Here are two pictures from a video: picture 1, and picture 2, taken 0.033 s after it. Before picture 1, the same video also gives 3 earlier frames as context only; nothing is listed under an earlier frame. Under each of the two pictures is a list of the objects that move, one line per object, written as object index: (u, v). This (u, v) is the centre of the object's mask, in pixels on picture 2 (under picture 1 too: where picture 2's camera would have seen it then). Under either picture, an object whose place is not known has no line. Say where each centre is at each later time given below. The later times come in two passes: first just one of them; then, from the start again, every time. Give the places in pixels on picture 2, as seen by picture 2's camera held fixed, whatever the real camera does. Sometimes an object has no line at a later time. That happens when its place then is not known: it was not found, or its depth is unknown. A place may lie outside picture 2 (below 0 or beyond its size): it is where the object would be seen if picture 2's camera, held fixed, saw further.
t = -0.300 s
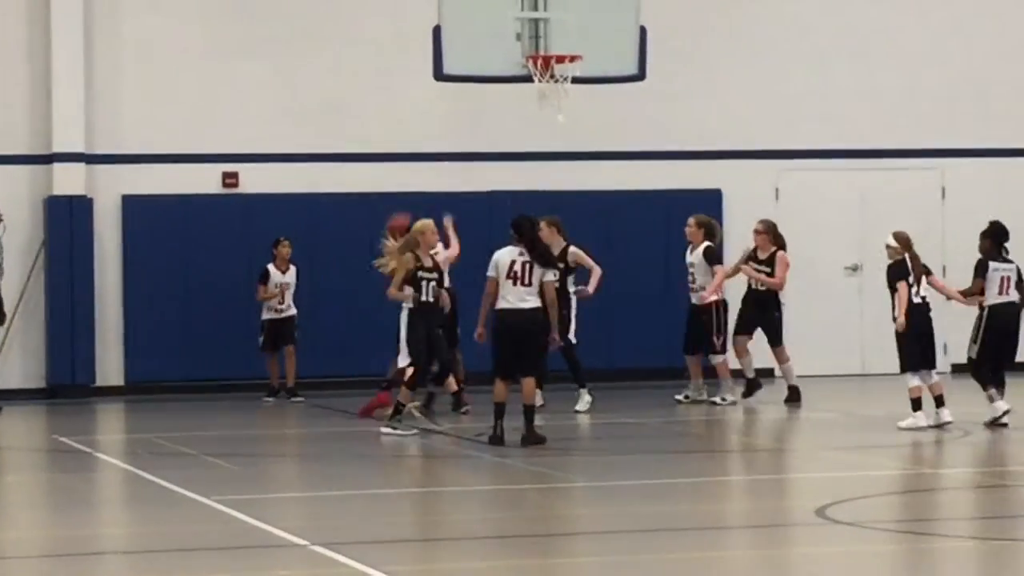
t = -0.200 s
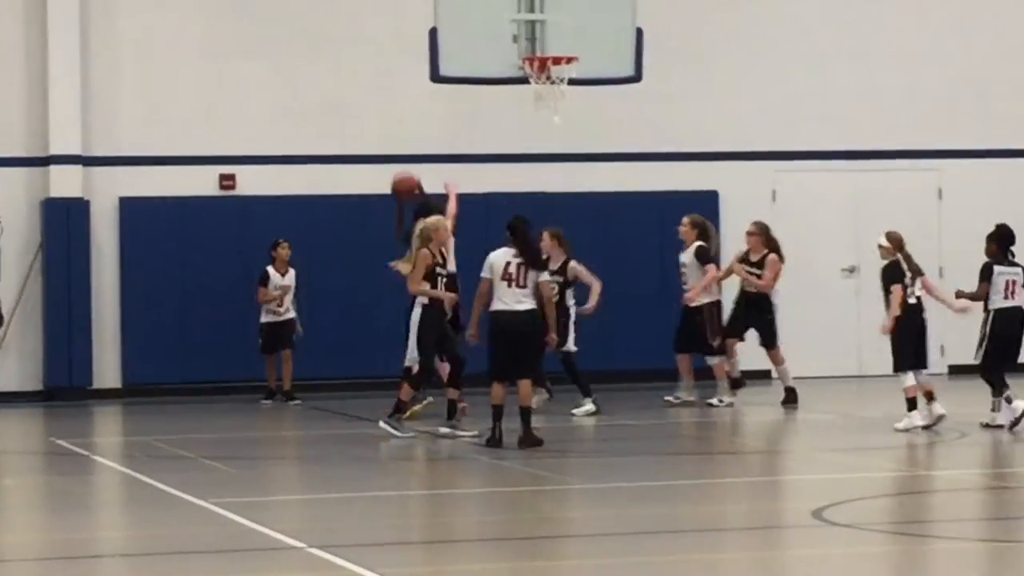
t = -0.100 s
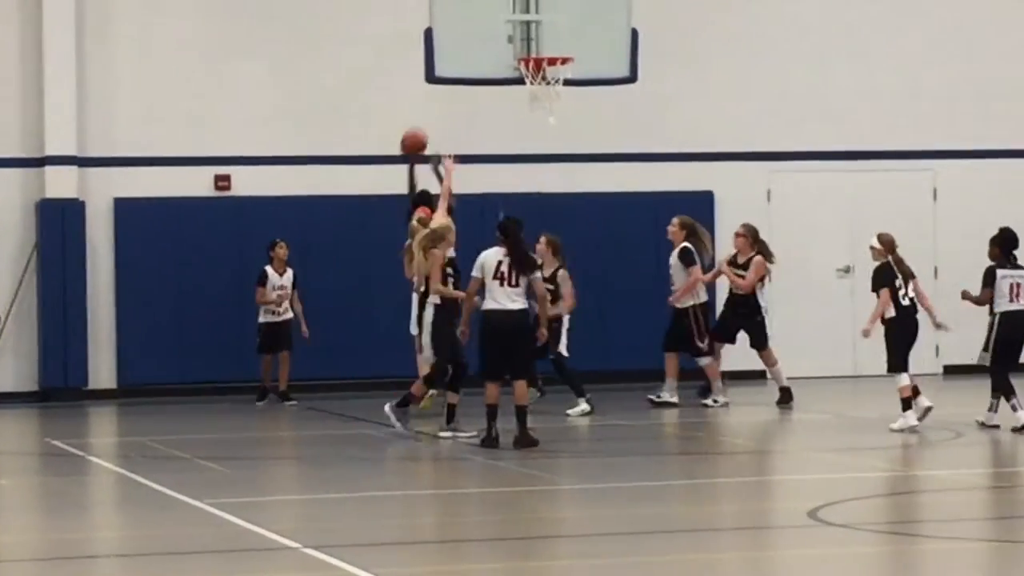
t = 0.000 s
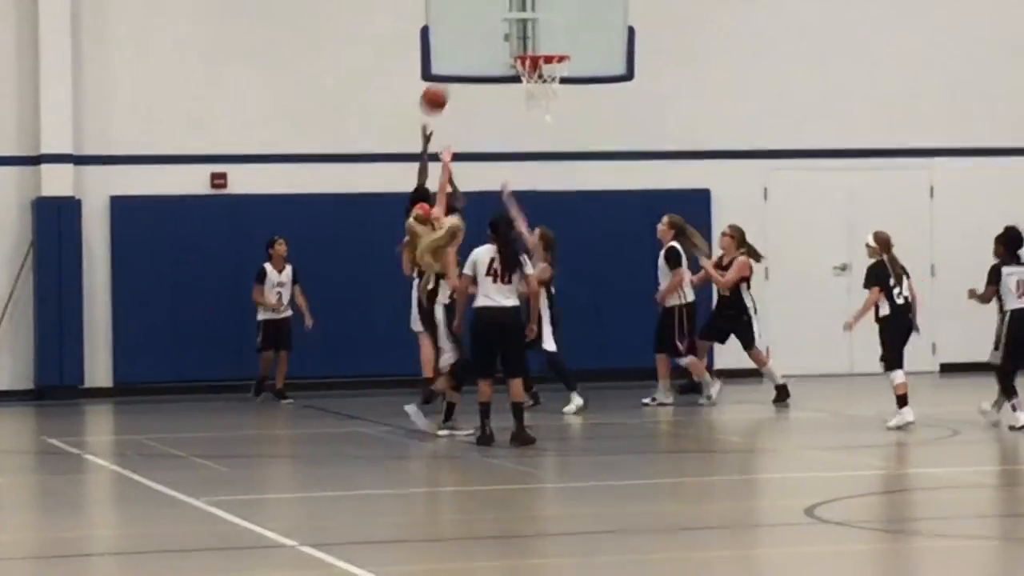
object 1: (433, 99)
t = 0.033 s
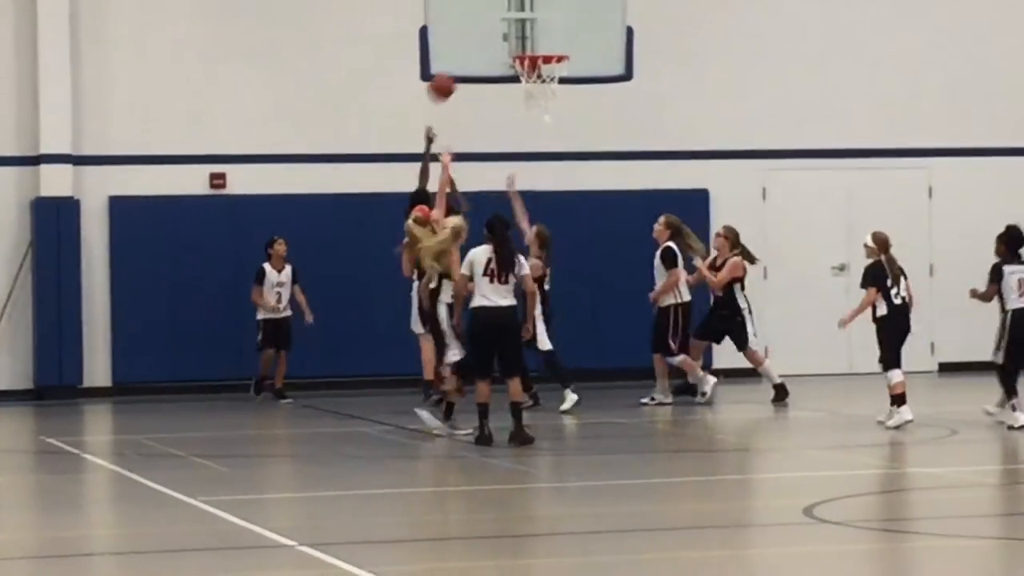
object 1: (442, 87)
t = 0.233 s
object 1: (487, 50)
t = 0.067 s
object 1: (450, 76)
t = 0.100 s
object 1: (458, 67)
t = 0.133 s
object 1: (466, 59)
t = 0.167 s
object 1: (474, 53)
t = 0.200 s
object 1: (480, 51)
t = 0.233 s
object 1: (487, 50)
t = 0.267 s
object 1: (493, 50)
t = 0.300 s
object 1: (499, 51)
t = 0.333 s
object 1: (496, 51)
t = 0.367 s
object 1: (490, 51)
